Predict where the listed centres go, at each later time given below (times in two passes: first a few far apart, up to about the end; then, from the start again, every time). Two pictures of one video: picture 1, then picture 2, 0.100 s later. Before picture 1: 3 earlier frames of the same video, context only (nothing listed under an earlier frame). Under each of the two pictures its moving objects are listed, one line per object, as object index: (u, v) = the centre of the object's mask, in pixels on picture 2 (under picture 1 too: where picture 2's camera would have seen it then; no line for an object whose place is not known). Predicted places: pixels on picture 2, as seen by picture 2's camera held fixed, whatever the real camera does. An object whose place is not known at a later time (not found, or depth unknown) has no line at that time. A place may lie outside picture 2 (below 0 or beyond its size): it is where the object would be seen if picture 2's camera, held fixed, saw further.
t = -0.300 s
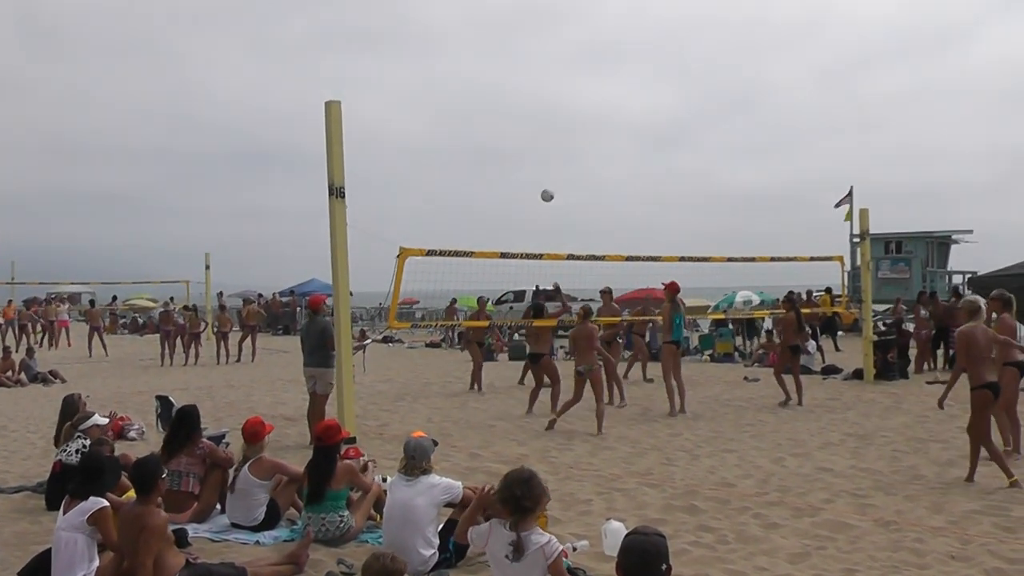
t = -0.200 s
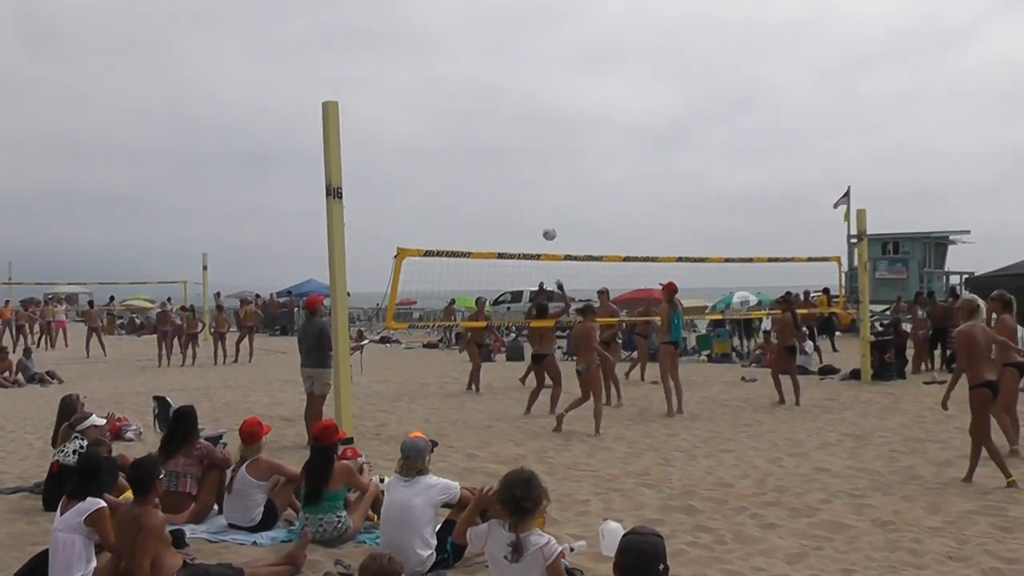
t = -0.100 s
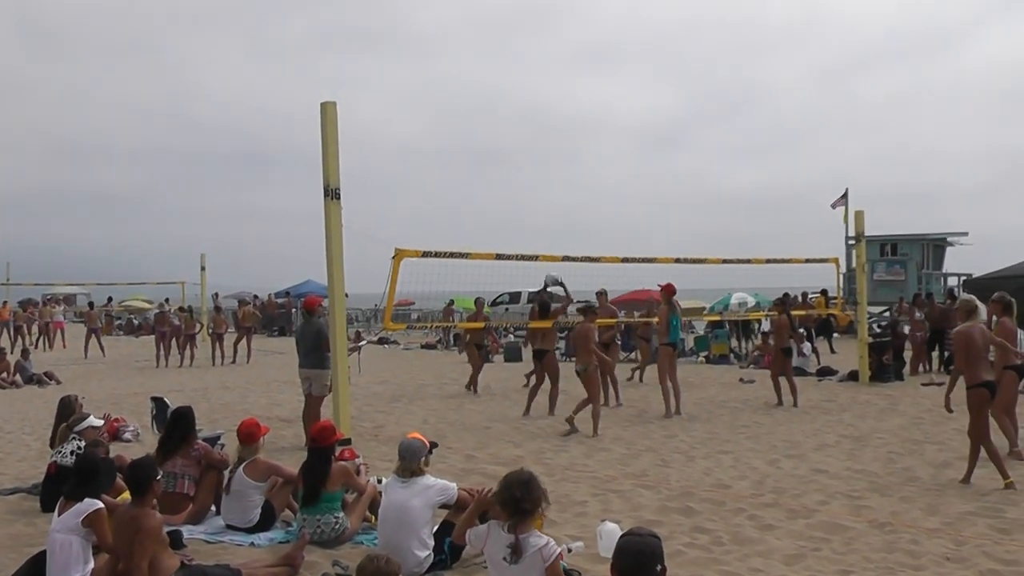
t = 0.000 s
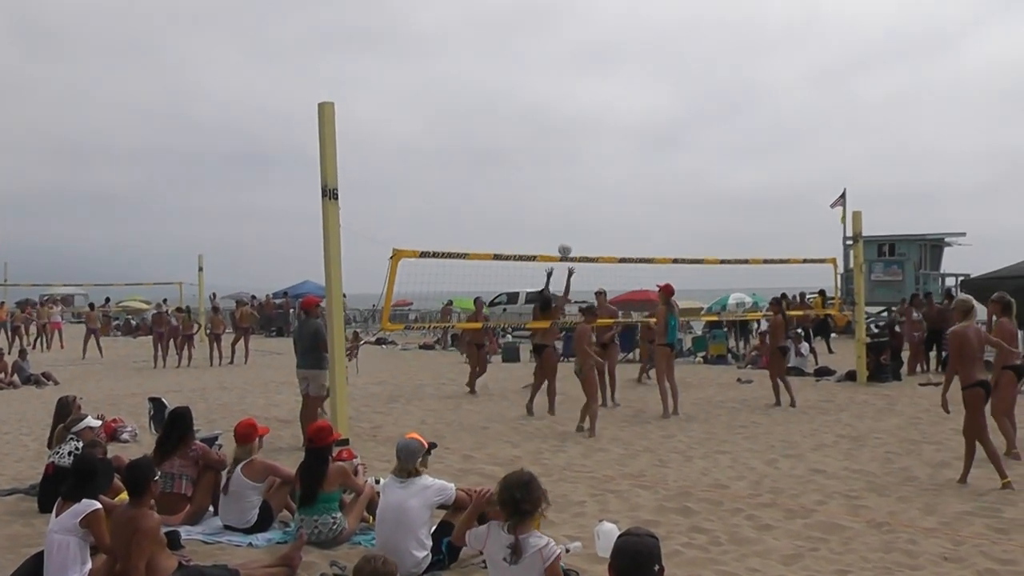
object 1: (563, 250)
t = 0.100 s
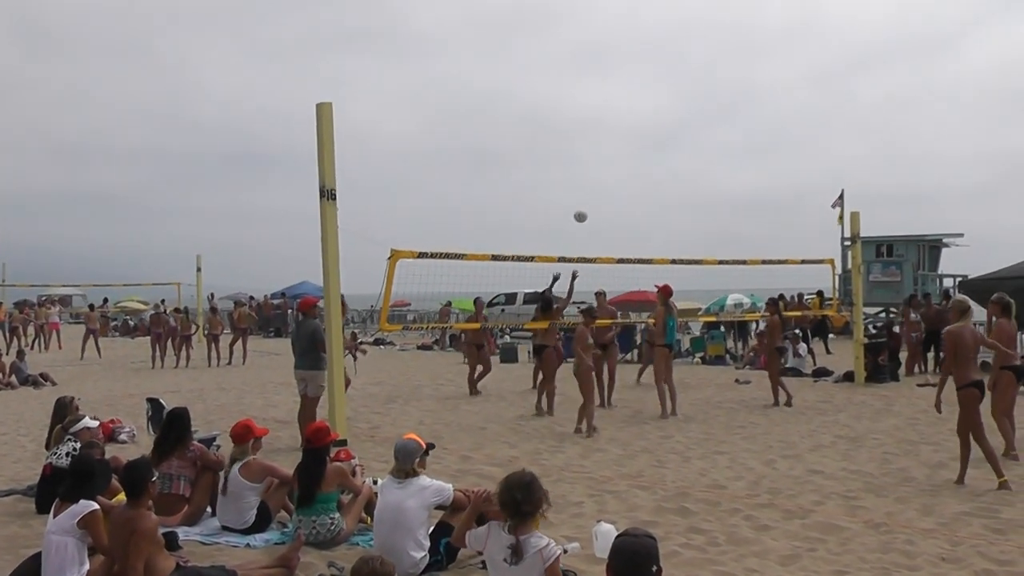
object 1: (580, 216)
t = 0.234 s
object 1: (603, 184)
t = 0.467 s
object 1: (637, 157)
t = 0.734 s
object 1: (670, 169)
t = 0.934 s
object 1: (692, 205)
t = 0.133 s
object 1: (586, 207)
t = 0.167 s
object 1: (592, 198)
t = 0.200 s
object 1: (597, 191)
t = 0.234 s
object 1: (603, 184)
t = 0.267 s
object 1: (608, 178)
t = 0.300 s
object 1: (613, 172)
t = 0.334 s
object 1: (618, 167)
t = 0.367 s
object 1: (623, 163)
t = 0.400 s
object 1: (628, 161)
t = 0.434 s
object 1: (632, 158)
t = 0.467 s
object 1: (637, 157)
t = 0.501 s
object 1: (641, 156)
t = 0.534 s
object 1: (646, 156)
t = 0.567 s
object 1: (650, 156)
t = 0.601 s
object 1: (654, 158)
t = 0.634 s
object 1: (658, 160)
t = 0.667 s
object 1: (662, 162)
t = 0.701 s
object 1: (666, 166)
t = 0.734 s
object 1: (670, 169)
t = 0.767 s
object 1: (674, 174)
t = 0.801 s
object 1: (677, 179)
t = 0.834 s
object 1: (682, 184)
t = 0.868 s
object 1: (685, 191)
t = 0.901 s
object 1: (688, 197)
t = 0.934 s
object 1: (692, 205)
